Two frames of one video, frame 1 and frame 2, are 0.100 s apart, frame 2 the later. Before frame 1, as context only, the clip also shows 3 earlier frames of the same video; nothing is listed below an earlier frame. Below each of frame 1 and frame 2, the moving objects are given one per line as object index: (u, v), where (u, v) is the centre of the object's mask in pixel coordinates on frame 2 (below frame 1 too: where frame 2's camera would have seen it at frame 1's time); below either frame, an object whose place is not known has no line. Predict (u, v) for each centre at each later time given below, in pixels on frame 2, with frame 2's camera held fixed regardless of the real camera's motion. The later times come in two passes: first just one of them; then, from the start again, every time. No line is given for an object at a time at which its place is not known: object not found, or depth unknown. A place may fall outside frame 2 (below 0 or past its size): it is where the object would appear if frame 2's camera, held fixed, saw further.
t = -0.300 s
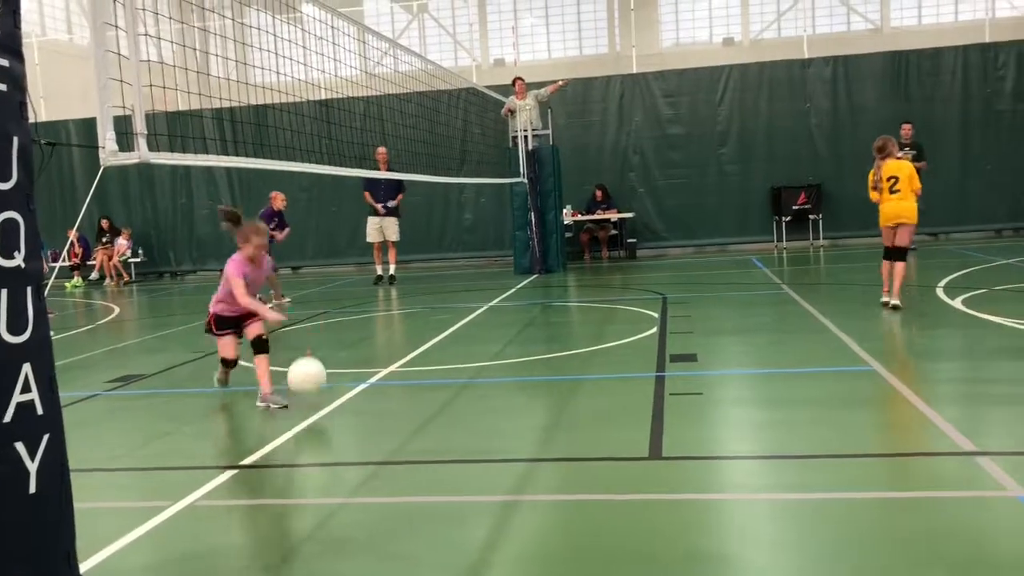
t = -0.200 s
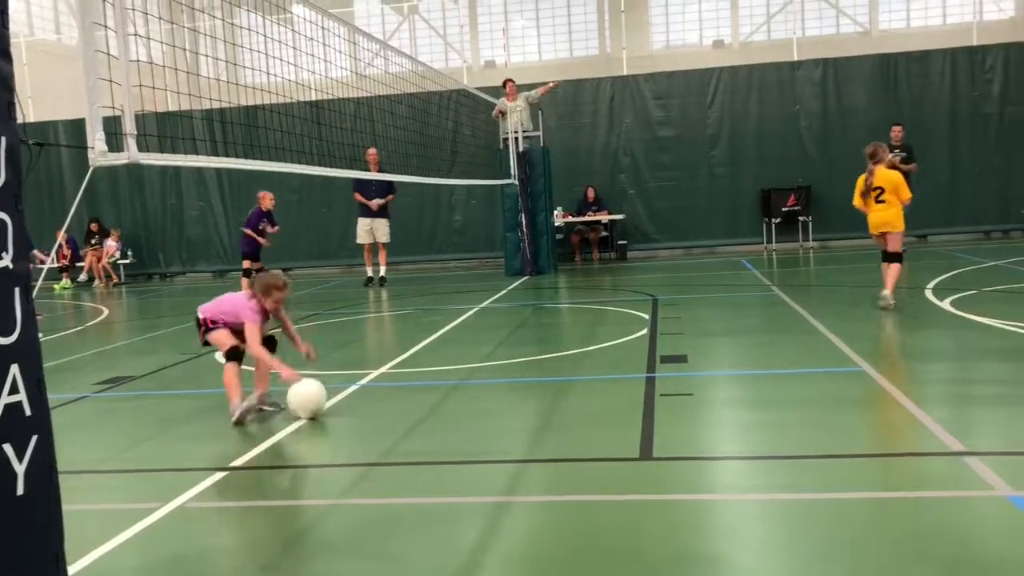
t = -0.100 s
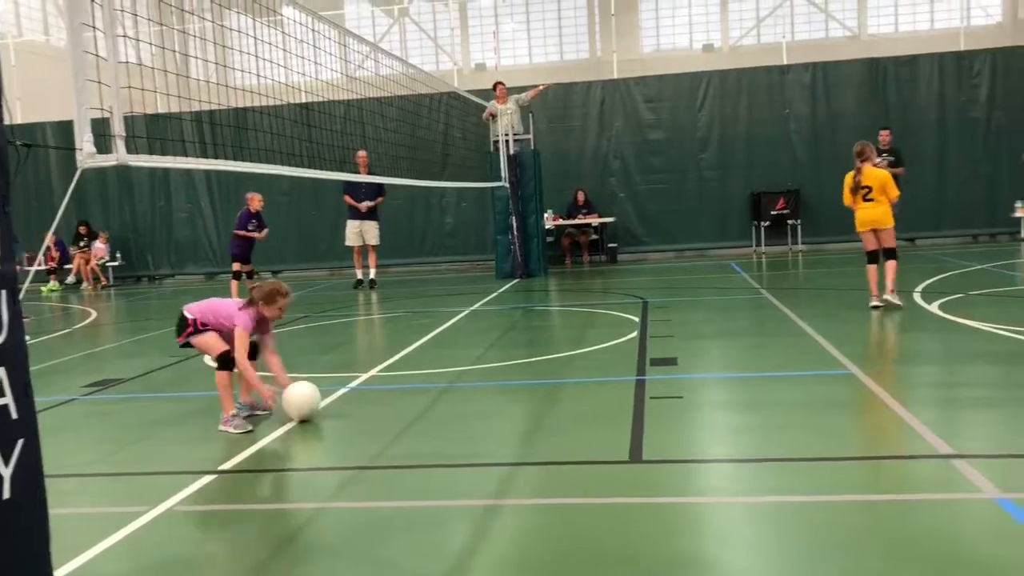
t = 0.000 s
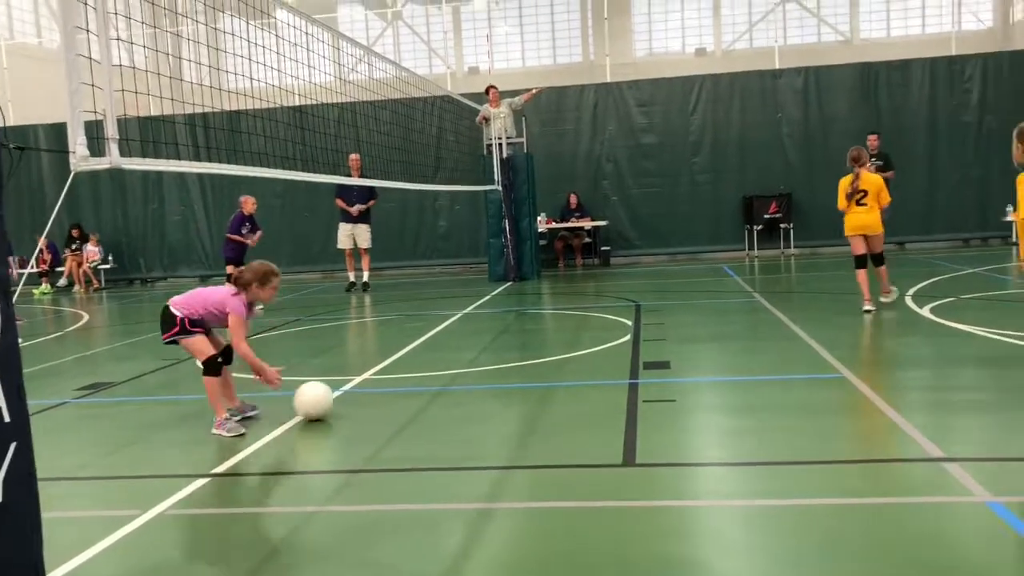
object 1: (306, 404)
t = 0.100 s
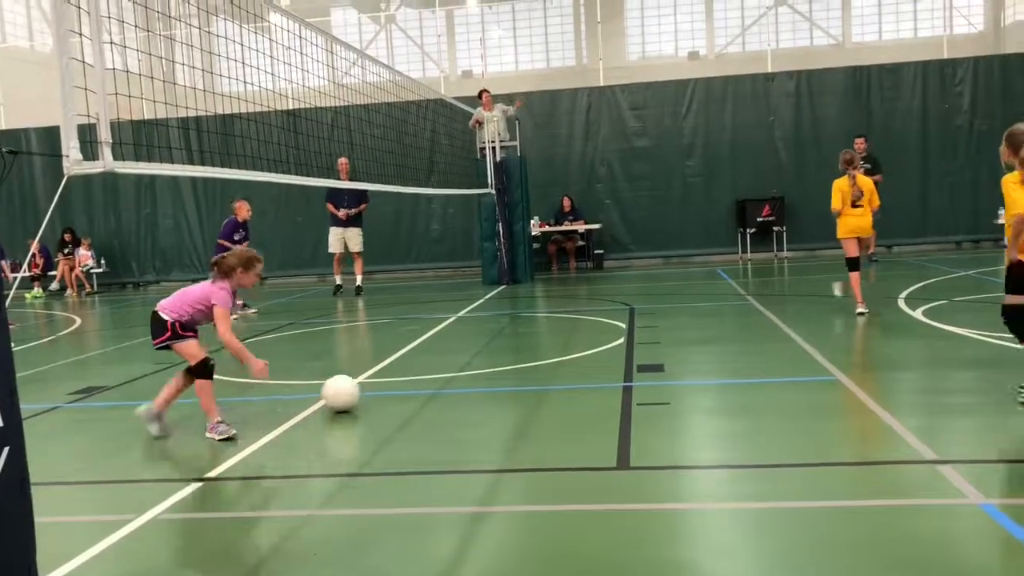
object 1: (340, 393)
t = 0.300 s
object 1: (397, 376)
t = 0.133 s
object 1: (351, 390)
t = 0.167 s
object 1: (360, 387)
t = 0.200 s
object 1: (370, 384)
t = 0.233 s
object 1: (379, 381)
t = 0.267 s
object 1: (388, 379)
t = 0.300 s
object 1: (397, 376)
